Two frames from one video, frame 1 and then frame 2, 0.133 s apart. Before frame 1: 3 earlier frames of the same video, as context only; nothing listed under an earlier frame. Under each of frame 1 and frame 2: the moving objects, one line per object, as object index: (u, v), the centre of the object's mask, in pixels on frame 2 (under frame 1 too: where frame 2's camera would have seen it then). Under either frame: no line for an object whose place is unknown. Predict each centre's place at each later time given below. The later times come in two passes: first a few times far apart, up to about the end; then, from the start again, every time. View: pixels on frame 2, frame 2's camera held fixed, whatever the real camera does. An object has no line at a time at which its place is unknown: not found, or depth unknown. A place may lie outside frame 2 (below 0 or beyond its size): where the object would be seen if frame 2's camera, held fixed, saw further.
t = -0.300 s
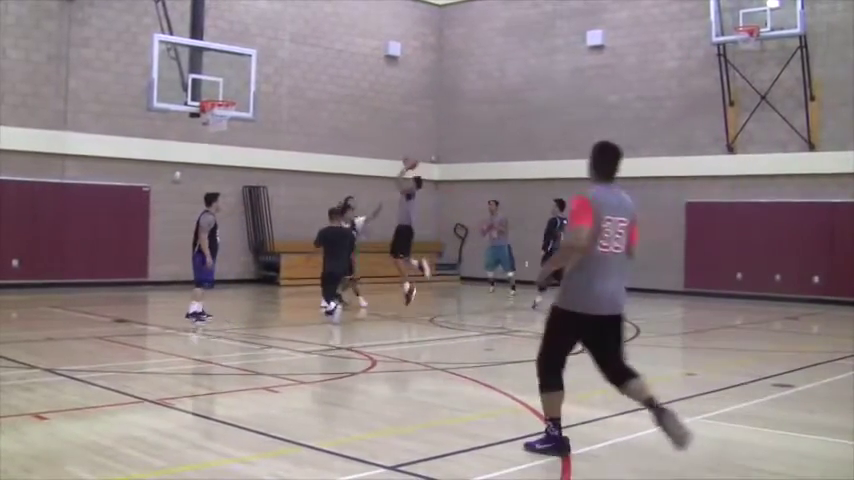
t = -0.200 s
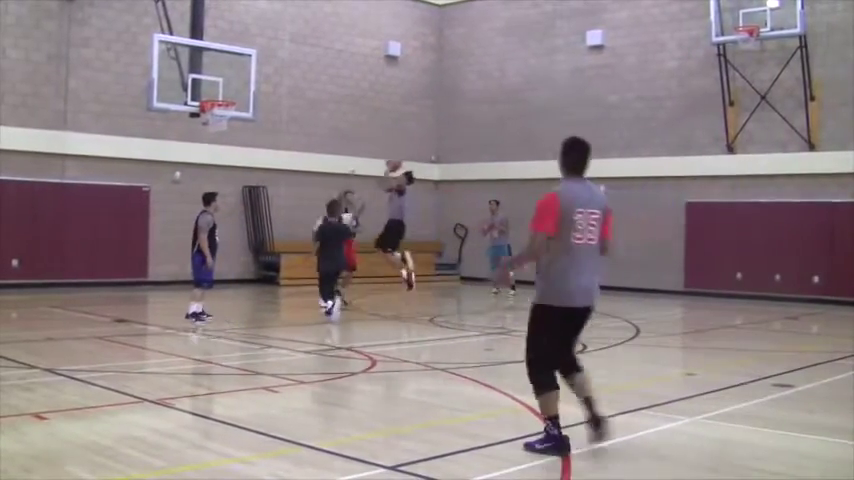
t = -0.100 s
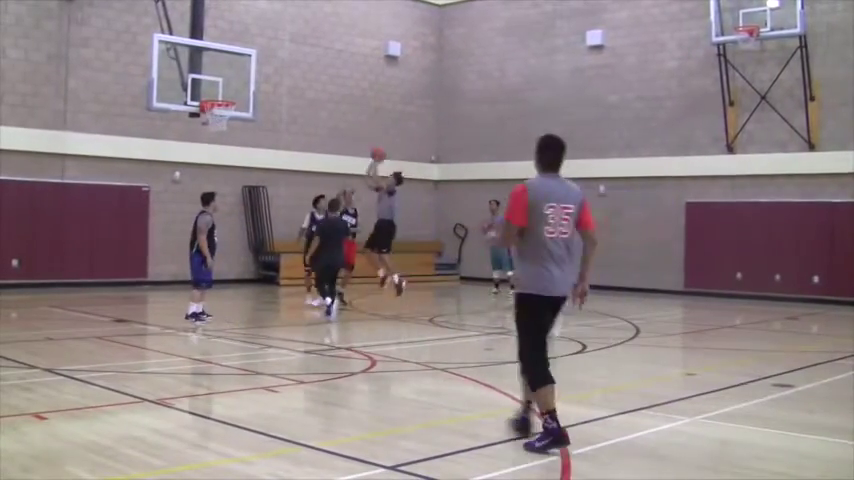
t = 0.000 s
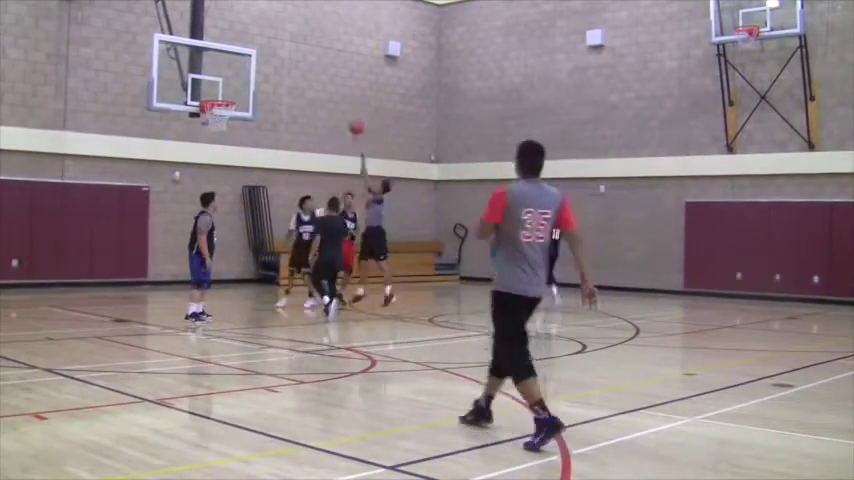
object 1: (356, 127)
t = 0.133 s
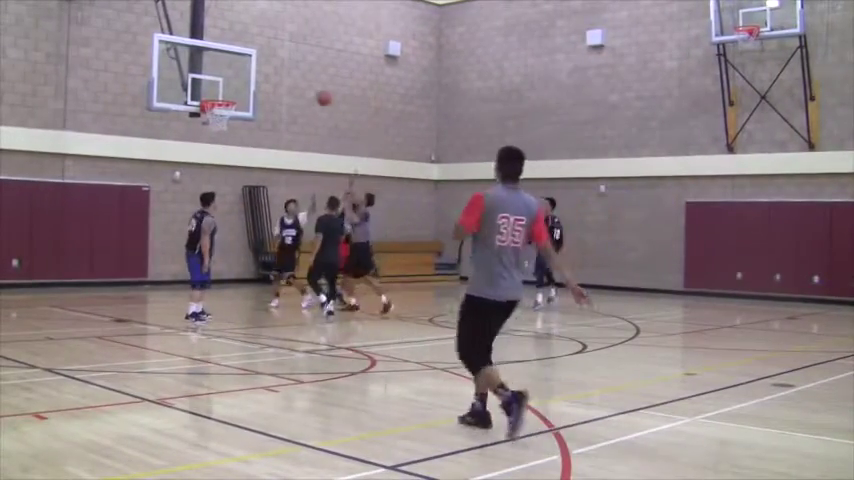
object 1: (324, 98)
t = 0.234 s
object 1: (299, 85)
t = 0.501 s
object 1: (234, 77)
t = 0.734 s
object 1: (231, 94)
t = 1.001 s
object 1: (217, 97)
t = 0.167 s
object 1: (315, 93)
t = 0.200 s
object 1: (308, 88)
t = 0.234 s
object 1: (299, 85)
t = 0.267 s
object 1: (291, 81)
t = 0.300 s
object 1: (283, 79)
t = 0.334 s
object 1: (275, 77)
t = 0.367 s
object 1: (266, 75)
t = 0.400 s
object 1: (259, 75)
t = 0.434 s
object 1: (249, 74)
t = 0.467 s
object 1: (241, 75)
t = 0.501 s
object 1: (234, 77)
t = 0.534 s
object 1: (234, 78)
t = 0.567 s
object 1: (233, 80)
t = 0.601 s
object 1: (233, 82)
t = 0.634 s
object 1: (233, 87)
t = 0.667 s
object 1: (232, 91)
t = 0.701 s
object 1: (232, 94)
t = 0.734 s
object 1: (231, 94)
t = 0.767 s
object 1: (229, 91)
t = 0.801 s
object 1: (228, 91)
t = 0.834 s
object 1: (226, 90)
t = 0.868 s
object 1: (224, 90)
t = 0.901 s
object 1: (222, 91)
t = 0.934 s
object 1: (220, 92)
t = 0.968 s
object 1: (218, 94)
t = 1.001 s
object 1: (217, 97)
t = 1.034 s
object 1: (215, 100)
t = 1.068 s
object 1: (213, 104)
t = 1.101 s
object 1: (210, 110)
